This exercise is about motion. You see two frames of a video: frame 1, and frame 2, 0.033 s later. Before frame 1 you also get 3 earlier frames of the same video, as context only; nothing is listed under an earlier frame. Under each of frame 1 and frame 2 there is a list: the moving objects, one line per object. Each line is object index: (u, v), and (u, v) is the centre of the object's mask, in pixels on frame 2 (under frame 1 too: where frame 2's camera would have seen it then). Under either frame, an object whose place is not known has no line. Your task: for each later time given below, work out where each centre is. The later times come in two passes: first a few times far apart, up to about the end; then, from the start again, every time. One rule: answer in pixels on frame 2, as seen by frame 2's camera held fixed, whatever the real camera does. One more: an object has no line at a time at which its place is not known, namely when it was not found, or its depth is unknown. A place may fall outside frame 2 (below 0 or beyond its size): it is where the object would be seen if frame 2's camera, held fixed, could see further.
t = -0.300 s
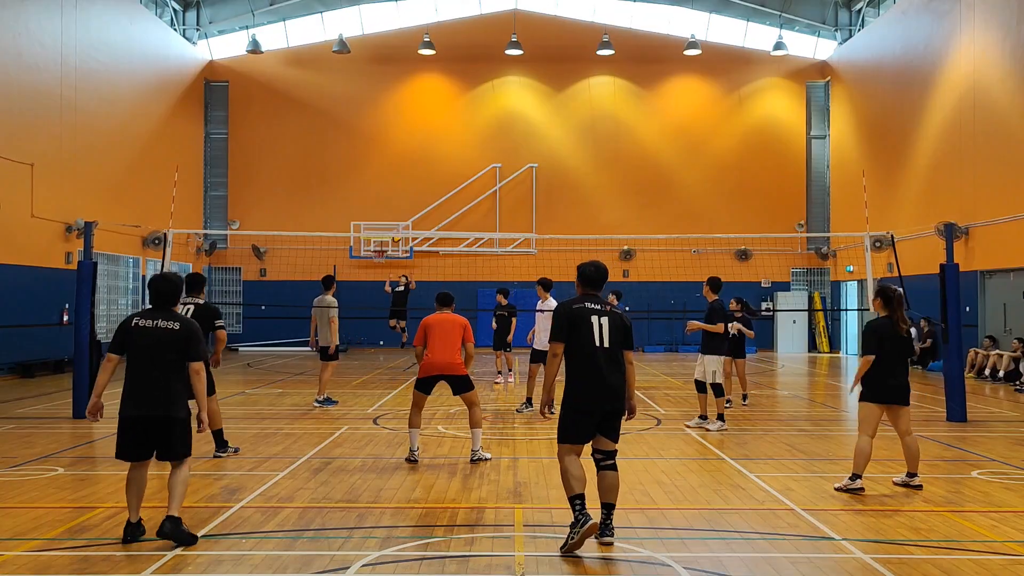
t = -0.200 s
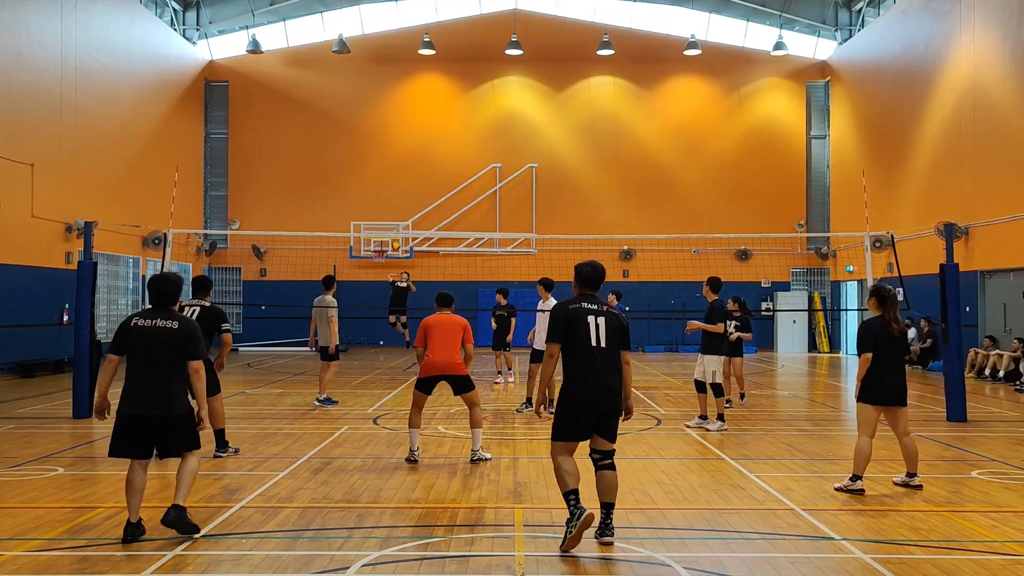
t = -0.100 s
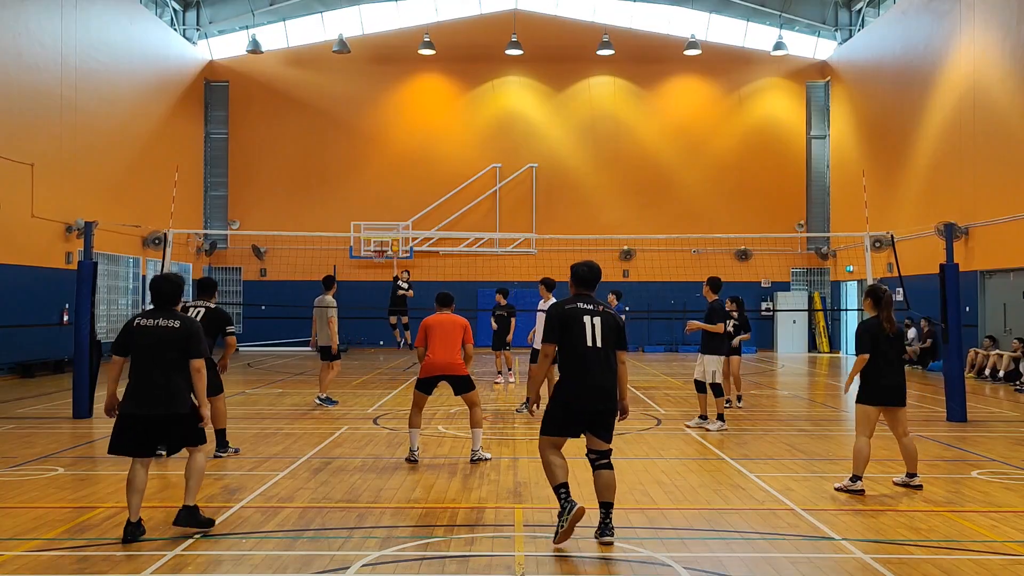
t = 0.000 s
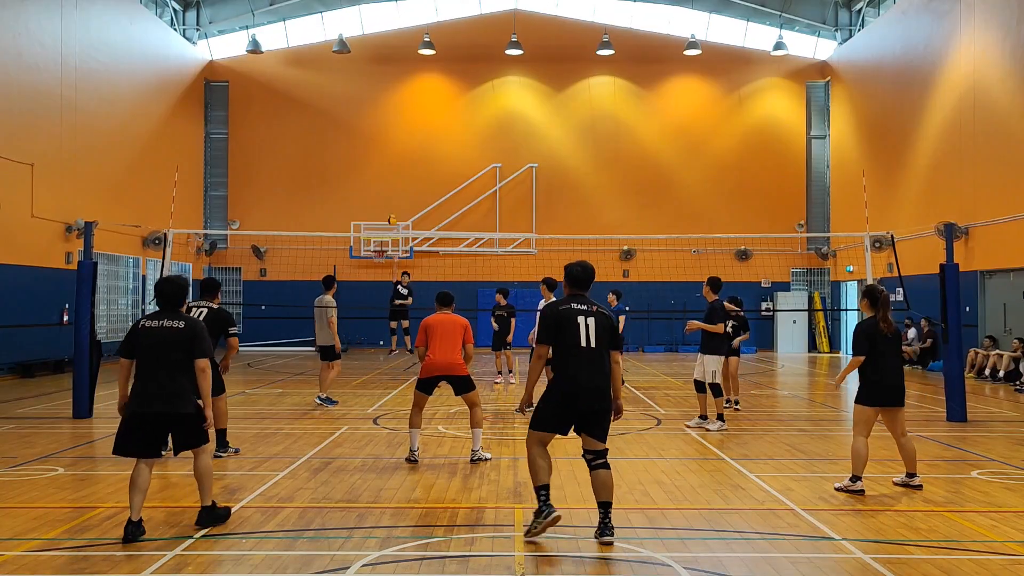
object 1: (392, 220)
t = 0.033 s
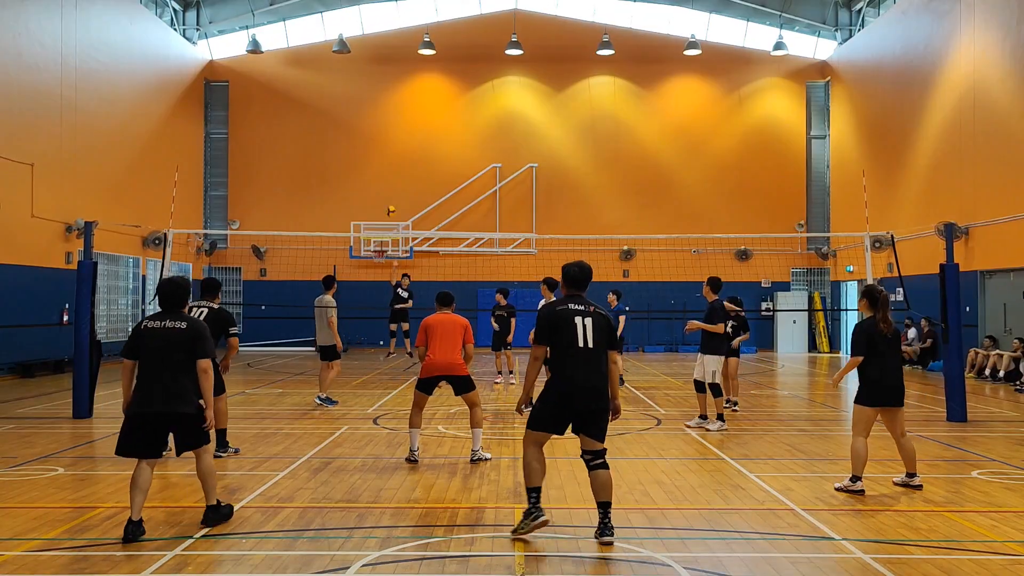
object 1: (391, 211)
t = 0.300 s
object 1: (384, 154)
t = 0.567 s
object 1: (373, 124)
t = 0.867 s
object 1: (357, 152)
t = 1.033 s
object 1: (344, 214)
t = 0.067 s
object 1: (390, 203)
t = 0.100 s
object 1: (389, 195)
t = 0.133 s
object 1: (387, 187)
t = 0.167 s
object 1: (386, 179)
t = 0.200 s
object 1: (386, 173)
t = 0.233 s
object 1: (385, 166)
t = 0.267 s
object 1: (384, 159)
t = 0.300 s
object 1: (384, 154)
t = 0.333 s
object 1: (382, 148)
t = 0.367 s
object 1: (381, 143)
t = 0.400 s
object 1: (380, 138)
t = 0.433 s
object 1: (379, 135)
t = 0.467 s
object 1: (377, 131)
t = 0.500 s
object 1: (376, 128)
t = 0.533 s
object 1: (375, 126)
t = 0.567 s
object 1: (373, 124)
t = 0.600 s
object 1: (372, 124)
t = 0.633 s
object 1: (371, 124)
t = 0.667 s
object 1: (369, 125)
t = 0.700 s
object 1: (367, 126)
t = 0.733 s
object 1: (366, 130)
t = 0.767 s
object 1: (364, 133)
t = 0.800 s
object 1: (361, 137)
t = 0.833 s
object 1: (359, 145)
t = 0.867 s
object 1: (357, 152)
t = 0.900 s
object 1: (354, 160)
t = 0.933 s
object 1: (352, 171)
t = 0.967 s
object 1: (350, 183)
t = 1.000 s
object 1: (347, 197)
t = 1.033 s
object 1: (344, 214)
